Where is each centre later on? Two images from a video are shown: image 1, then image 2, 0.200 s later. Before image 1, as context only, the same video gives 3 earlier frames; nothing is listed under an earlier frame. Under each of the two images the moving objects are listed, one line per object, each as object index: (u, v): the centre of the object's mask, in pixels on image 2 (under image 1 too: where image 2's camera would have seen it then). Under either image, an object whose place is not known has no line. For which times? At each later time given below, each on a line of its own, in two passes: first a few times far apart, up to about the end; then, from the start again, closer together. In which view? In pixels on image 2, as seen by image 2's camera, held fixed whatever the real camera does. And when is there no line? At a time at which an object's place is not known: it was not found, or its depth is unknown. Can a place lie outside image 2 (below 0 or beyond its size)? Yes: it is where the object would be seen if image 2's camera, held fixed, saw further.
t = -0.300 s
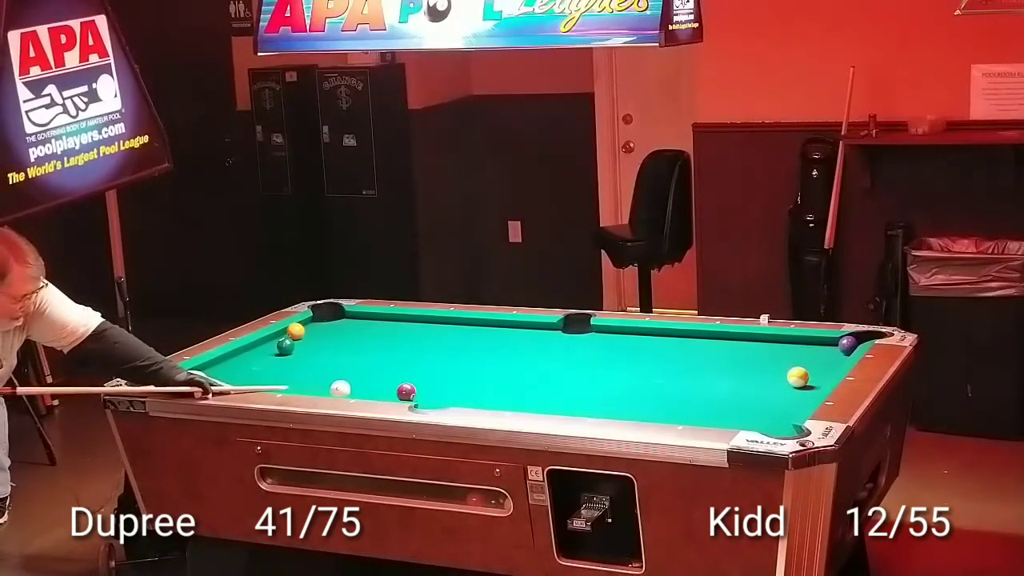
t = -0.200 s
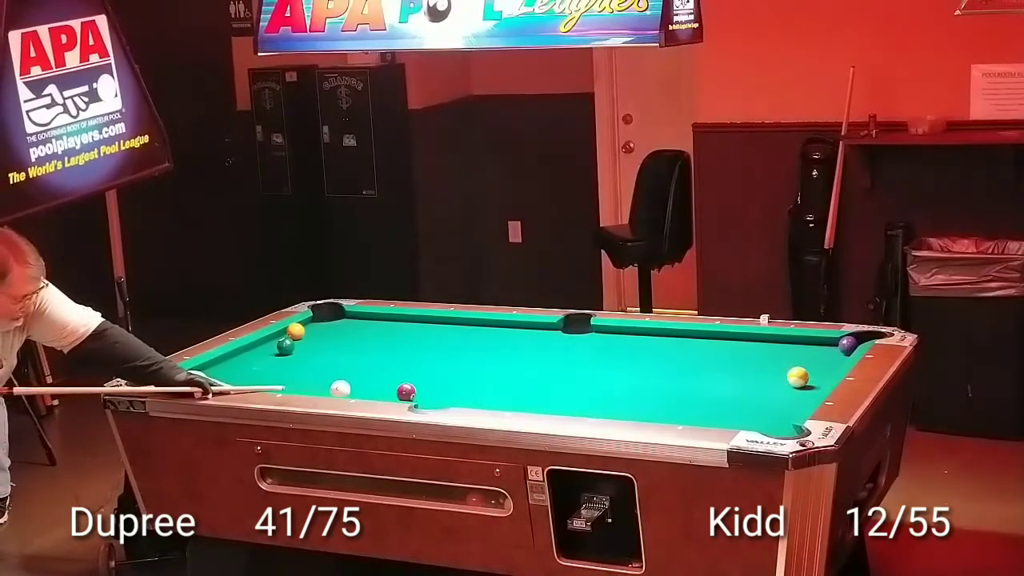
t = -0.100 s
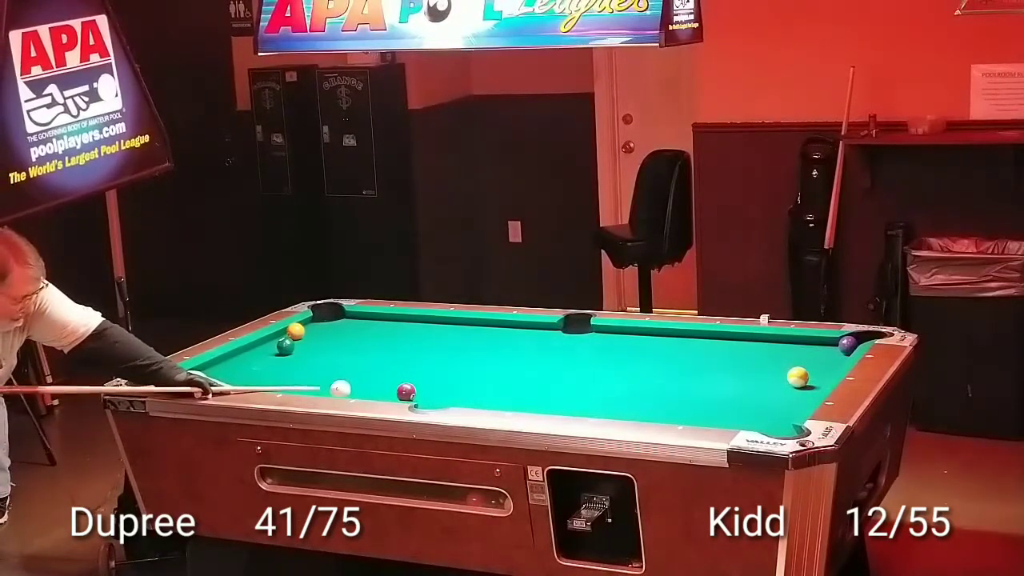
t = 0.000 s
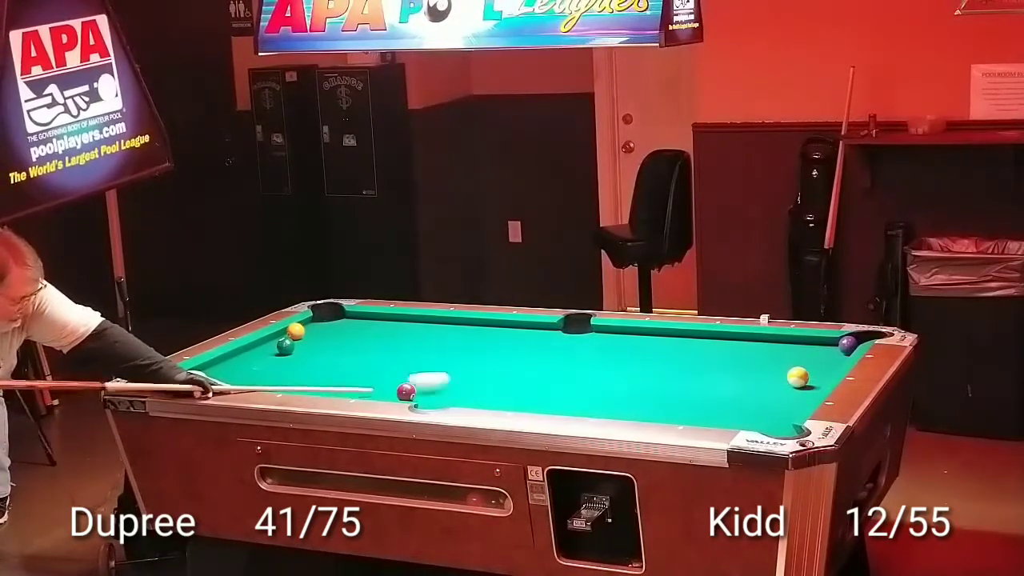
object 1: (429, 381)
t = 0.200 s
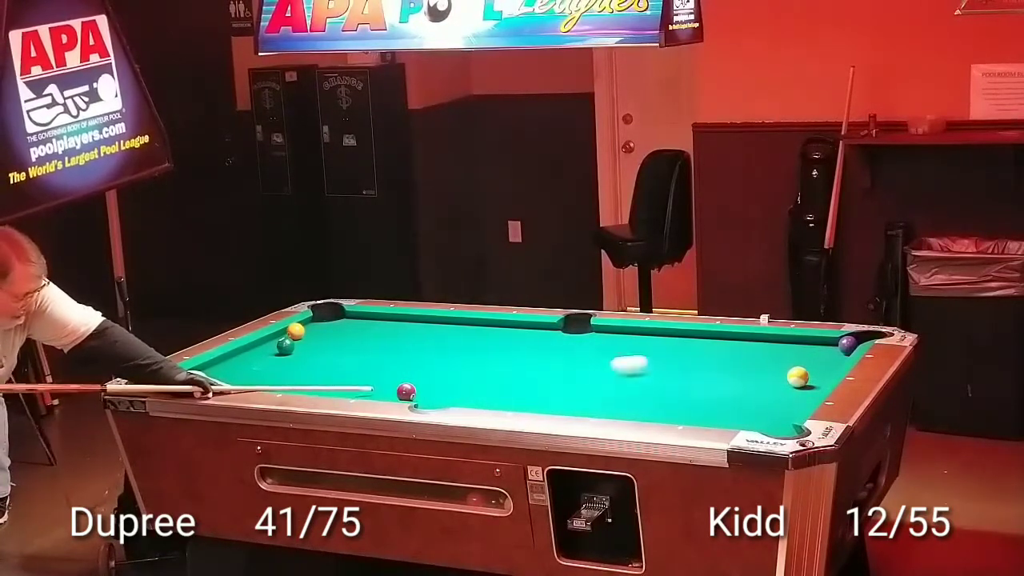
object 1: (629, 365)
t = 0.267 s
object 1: (689, 360)
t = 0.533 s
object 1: (828, 352)
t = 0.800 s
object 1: (775, 352)
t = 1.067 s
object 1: (735, 350)
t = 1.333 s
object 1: (698, 348)
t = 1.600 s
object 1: (663, 347)
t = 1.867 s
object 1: (631, 345)
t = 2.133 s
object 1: (602, 344)
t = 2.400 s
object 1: (575, 342)
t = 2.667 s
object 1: (550, 341)
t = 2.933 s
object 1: (527, 340)
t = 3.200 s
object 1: (507, 339)
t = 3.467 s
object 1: (488, 338)
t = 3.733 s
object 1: (472, 337)
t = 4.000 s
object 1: (457, 337)
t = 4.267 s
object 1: (444, 336)
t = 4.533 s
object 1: (433, 336)
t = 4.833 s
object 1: (424, 335)
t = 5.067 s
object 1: (417, 335)
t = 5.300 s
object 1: (411, 335)
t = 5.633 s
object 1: (406, 335)
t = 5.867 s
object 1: (405, 334)
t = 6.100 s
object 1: (405, 334)
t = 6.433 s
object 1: (405, 334)
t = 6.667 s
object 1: (405, 334)
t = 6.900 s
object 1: (405, 334)
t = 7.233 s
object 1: (406, 334)
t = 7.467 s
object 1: (405, 334)
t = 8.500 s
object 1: (405, 334)
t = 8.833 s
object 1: (405, 334)
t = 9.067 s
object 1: (405, 334)
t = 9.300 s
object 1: (405, 334)
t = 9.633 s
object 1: (405, 334)
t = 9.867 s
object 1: (405, 334)
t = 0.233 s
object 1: (660, 363)
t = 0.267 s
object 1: (689, 360)
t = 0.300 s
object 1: (717, 358)
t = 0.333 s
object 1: (747, 356)
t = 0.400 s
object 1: (805, 351)
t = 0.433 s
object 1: (832, 349)
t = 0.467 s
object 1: (844, 350)
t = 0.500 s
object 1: (838, 351)
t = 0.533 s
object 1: (828, 352)
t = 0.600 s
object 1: (810, 353)
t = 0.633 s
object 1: (803, 353)
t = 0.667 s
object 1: (797, 353)
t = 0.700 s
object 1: (791, 352)
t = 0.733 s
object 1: (785, 352)
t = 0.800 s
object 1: (775, 352)
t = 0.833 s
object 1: (770, 351)
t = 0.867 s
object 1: (764, 351)
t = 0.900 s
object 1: (759, 351)
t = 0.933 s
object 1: (755, 351)
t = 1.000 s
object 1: (745, 350)
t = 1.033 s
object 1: (740, 350)
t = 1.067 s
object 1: (735, 350)
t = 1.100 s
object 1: (730, 349)
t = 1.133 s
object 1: (725, 349)
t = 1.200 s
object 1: (716, 349)
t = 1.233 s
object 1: (712, 349)
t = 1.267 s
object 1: (707, 348)
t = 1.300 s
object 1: (702, 348)
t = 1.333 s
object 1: (698, 348)
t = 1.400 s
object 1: (689, 348)
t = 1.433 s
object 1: (684, 348)
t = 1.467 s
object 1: (680, 347)
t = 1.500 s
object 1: (676, 347)
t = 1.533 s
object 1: (671, 347)
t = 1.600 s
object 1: (663, 347)
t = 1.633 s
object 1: (659, 347)
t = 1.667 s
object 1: (655, 346)
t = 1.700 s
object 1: (651, 346)
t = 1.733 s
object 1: (647, 346)
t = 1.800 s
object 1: (639, 345)
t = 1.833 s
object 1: (635, 345)
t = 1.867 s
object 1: (631, 345)
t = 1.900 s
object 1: (627, 345)
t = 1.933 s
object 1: (624, 345)
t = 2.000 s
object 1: (617, 344)
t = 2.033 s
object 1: (613, 344)
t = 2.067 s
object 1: (609, 344)
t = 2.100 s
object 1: (605, 344)
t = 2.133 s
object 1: (602, 344)
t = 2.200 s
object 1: (595, 343)
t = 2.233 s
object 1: (591, 343)
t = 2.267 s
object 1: (588, 343)
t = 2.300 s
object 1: (585, 343)
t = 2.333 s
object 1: (582, 343)
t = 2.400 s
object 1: (575, 342)
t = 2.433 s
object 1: (572, 342)
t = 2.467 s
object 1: (568, 342)
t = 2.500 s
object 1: (565, 342)
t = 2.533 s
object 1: (562, 342)
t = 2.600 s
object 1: (556, 341)
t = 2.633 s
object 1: (553, 341)
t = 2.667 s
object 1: (550, 341)
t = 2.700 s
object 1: (547, 341)
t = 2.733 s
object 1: (544, 341)
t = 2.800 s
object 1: (538, 341)
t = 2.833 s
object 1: (536, 341)
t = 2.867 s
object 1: (533, 340)
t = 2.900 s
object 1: (530, 340)
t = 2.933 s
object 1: (527, 340)
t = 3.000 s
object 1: (522, 340)
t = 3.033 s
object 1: (519, 340)
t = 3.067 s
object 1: (517, 340)
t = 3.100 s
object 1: (514, 340)
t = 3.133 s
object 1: (512, 339)
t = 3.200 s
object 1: (507, 339)
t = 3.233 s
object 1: (504, 339)
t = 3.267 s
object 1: (502, 339)
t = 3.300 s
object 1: (500, 339)
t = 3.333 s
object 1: (497, 339)
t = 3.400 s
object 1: (493, 338)
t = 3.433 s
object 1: (491, 338)
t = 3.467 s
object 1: (488, 338)
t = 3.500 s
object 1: (486, 338)
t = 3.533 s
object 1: (484, 338)
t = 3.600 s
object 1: (480, 338)
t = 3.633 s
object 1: (478, 338)
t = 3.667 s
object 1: (476, 338)
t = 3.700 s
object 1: (474, 337)
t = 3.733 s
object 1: (472, 337)
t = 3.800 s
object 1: (468, 337)
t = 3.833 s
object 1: (466, 337)
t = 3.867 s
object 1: (464, 337)
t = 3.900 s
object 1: (462, 337)
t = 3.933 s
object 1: (461, 337)
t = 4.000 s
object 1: (457, 337)
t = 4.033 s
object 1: (455, 337)
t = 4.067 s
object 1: (454, 337)
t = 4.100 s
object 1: (452, 337)
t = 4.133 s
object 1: (450, 337)
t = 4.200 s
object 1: (448, 336)
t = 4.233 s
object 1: (446, 336)
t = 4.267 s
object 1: (444, 336)
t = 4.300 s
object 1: (443, 336)
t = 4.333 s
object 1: (441, 336)
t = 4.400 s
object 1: (438, 336)
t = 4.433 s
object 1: (437, 336)
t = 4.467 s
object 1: (436, 336)
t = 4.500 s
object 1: (435, 336)
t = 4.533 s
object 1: (433, 336)
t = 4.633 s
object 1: (430, 335)
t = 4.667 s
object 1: (429, 335)
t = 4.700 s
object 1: (428, 335)
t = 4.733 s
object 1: (426, 335)
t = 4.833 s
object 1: (424, 335)
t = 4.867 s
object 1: (422, 335)
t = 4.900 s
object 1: (421, 335)
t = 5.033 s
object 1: (418, 335)
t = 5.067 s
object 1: (417, 335)
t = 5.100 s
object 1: (416, 335)
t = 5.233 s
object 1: (413, 335)
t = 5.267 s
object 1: (412, 335)
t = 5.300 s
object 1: (411, 335)
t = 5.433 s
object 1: (409, 335)
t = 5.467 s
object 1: (408, 335)
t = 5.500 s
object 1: (409, 335)
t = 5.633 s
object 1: (406, 335)
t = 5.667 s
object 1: (406, 335)
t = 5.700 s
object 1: (406, 335)
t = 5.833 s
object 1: (405, 334)
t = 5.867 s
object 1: (405, 334)
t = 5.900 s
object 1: (405, 334)
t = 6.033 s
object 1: (405, 334)
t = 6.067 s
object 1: (405, 334)
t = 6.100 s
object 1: (405, 334)
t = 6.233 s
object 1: (405, 334)
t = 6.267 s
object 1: (405, 334)
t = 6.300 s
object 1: (405, 334)
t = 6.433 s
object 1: (405, 334)
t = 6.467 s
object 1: (405, 334)
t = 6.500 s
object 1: (405, 334)
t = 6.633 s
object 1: (405, 334)
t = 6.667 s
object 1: (405, 334)
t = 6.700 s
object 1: (405, 334)
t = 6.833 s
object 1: (405, 334)
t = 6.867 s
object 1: (405, 334)
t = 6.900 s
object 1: (405, 334)
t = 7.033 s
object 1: (405, 334)
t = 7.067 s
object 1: (405, 334)
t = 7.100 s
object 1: (405, 334)
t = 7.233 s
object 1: (406, 334)
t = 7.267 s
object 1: (404, 331)
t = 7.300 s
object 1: (404, 334)
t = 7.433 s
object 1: (405, 334)
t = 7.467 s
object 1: (405, 334)
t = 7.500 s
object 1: (405, 334)
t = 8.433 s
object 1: (405, 334)
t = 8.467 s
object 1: (405, 334)
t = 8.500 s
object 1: (405, 334)
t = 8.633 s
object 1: (405, 334)
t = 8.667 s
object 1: (405, 334)
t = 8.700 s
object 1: (405, 334)
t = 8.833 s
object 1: (405, 334)
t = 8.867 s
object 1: (405, 334)
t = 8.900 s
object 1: (405, 334)
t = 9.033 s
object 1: (405, 334)
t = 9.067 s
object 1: (405, 334)
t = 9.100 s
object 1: (405, 334)
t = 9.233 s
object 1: (405, 334)
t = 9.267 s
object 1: (405, 334)
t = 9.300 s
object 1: (405, 334)
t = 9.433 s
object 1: (405, 334)
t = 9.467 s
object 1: (405, 334)
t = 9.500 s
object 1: (405, 334)
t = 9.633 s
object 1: (405, 334)
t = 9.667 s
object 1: (405, 334)
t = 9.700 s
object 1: (405, 334)
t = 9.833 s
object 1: (405, 334)
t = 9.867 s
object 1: (405, 334)
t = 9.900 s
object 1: (405, 334)
